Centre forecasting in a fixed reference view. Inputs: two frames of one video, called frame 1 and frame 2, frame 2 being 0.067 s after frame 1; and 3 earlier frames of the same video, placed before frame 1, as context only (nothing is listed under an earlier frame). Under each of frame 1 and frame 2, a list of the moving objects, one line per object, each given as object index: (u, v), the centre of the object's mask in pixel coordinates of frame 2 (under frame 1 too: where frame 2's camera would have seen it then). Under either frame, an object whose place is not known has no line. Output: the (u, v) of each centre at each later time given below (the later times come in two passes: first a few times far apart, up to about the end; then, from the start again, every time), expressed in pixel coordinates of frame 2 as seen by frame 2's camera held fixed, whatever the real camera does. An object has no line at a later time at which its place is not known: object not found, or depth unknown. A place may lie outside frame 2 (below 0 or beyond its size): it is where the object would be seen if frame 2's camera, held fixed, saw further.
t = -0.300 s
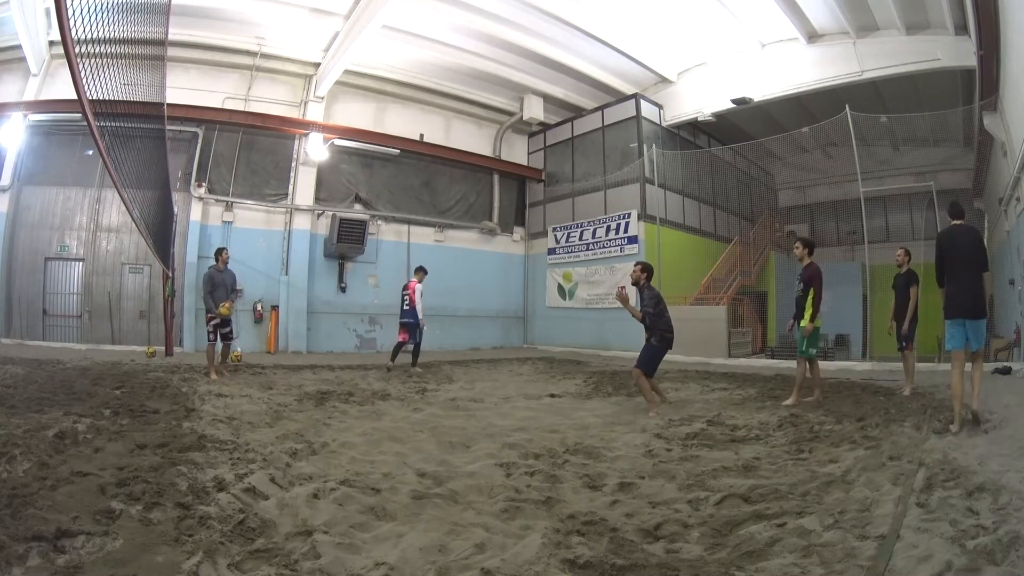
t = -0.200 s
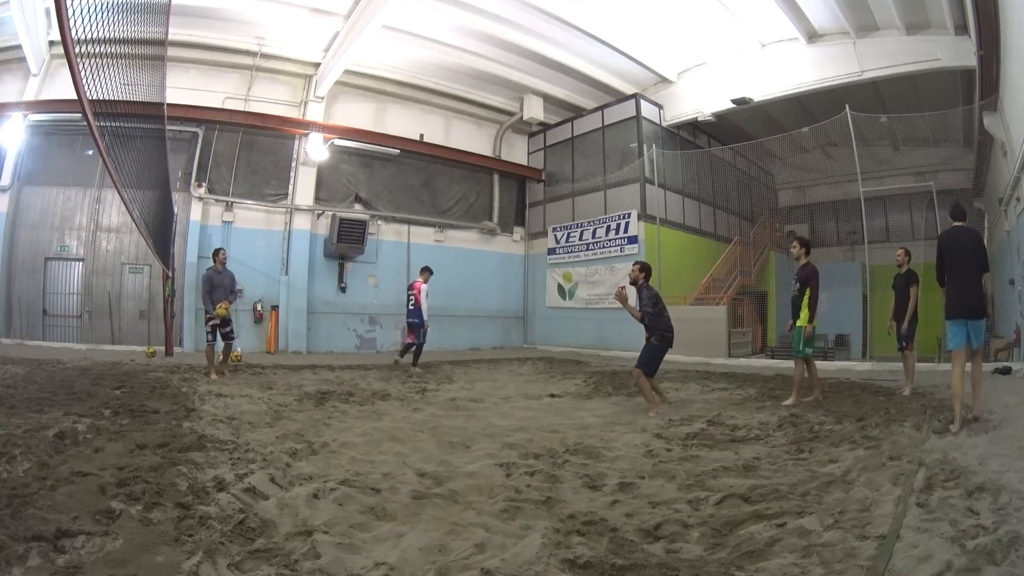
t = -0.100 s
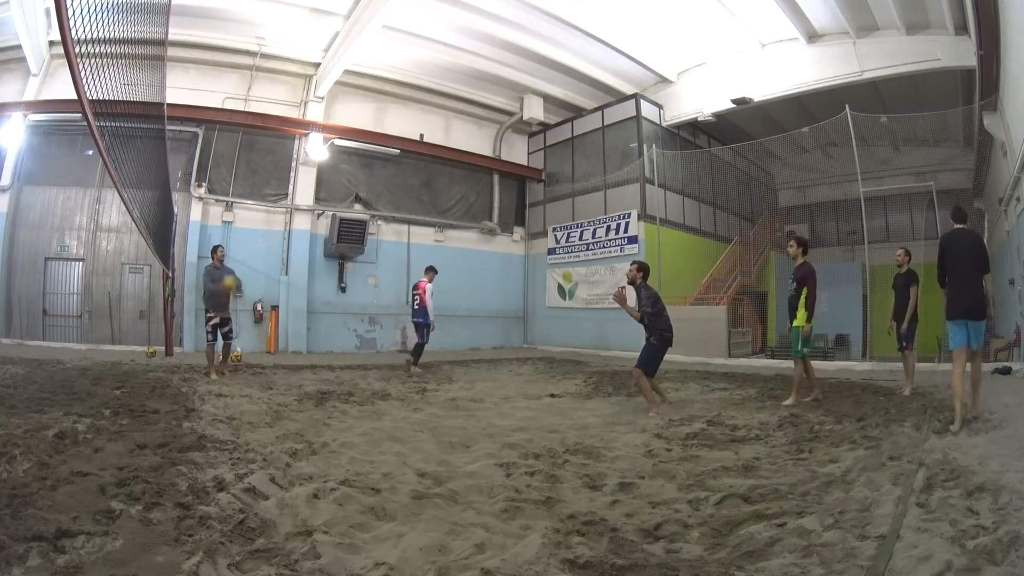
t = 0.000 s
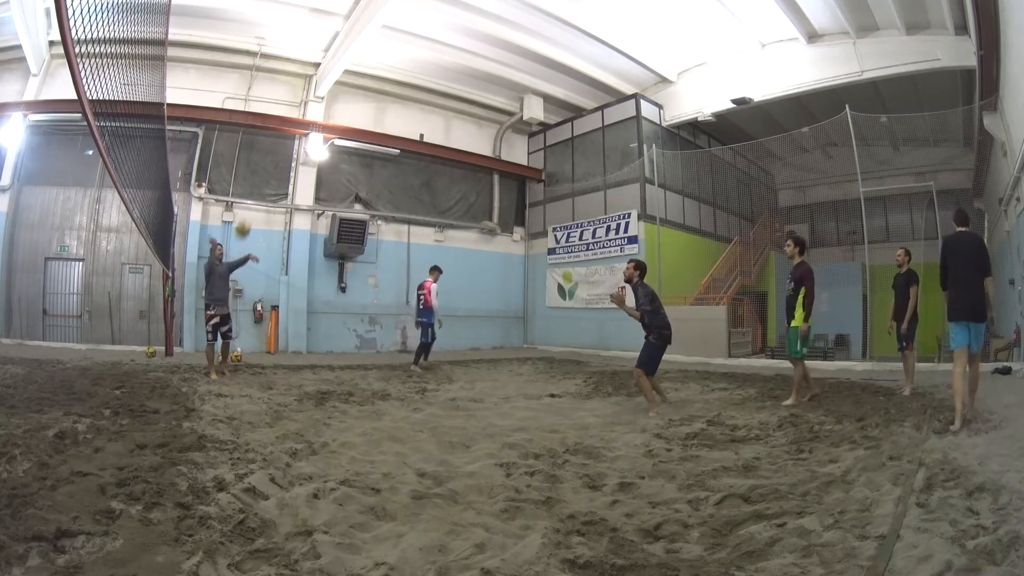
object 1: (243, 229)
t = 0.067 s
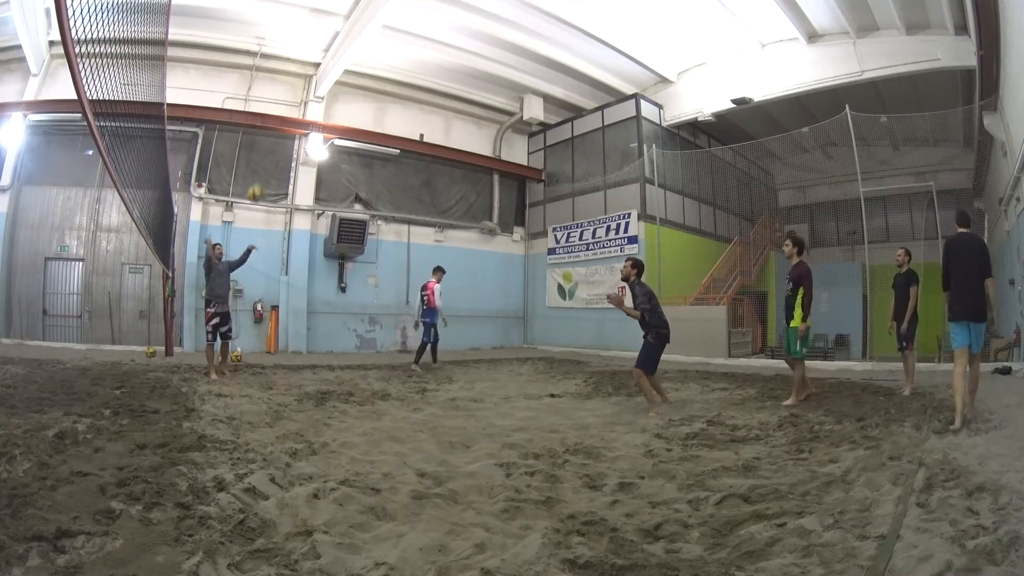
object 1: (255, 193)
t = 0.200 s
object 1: (281, 133)
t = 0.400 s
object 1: (318, 74)
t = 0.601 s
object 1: (351, 44)
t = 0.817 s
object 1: (383, 39)
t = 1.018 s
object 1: (411, 62)
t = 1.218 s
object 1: (438, 117)
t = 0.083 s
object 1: (258, 184)
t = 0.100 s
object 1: (262, 176)
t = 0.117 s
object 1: (265, 168)
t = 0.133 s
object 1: (268, 161)
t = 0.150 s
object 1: (271, 154)
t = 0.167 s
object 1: (274, 147)
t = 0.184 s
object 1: (278, 140)
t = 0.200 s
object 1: (281, 133)
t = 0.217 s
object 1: (283, 128)
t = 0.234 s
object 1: (286, 122)
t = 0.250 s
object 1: (290, 117)
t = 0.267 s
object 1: (293, 110)
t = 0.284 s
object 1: (295, 106)
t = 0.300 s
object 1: (299, 100)
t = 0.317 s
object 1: (302, 96)
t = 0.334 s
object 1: (305, 92)
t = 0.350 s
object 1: (308, 86)
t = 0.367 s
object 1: (311, 82)
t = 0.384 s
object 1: (314, 78)
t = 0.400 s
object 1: (318, 74)
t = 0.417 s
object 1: (320, 70)
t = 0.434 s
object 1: (323, 67)
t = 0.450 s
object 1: (326, 64)
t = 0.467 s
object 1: (328, 61)
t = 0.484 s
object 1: (331, 58)
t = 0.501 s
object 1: (335, 55)
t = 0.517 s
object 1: (338, 53)
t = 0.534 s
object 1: (340, 51)
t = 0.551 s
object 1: (343, 49)
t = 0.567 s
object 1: (345, 47)
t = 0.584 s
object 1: (348, 45)
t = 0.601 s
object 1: (351, 44)
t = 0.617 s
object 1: (353, 42)
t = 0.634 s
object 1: (356, 41)
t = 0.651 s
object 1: (359, 40)
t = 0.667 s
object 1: (361, 39)
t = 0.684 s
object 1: (364, 39)
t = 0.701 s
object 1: (366, 38)
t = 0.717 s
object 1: (369, 38)
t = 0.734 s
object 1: (371, 38)
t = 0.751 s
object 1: (374, 38)
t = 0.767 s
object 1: (376, 38)
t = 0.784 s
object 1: (379, 38)
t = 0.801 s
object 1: (381, 39)
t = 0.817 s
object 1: (383, 39)
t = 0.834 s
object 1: (386, 40)
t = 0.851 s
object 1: (388, 41)
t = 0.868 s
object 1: (391, 42)
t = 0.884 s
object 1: (393, 44)
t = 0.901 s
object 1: (396, 45)
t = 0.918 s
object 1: (397, 47)
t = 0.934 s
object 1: (400, 49)
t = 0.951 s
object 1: (402, 51)
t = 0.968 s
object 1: (404, 54)
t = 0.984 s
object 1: (407, 57)
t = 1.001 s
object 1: (409, 59)
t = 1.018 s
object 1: (411, 62)
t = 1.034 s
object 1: (414, 65)
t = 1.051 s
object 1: (416, 69)
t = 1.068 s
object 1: (418, 72)
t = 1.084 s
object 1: (420, 76)
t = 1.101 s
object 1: (422, 80)
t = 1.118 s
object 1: (426, 85)
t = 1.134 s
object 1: (427, 90)
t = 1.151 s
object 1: (429, 94)
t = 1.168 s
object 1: (432, 99)
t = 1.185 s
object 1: (434, 104)
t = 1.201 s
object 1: (436, 110)
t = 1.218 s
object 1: (438, 117)
